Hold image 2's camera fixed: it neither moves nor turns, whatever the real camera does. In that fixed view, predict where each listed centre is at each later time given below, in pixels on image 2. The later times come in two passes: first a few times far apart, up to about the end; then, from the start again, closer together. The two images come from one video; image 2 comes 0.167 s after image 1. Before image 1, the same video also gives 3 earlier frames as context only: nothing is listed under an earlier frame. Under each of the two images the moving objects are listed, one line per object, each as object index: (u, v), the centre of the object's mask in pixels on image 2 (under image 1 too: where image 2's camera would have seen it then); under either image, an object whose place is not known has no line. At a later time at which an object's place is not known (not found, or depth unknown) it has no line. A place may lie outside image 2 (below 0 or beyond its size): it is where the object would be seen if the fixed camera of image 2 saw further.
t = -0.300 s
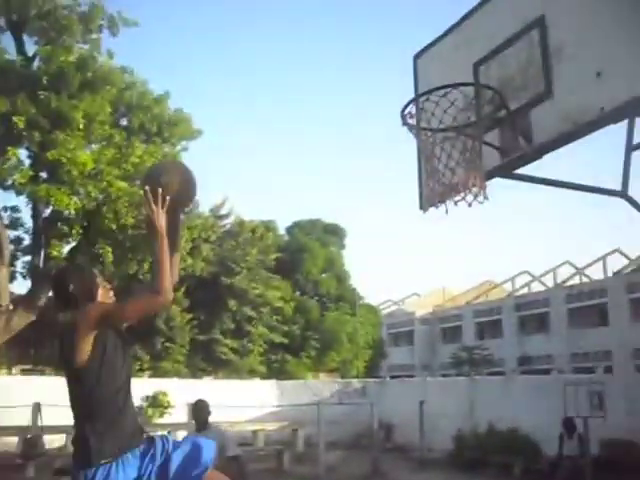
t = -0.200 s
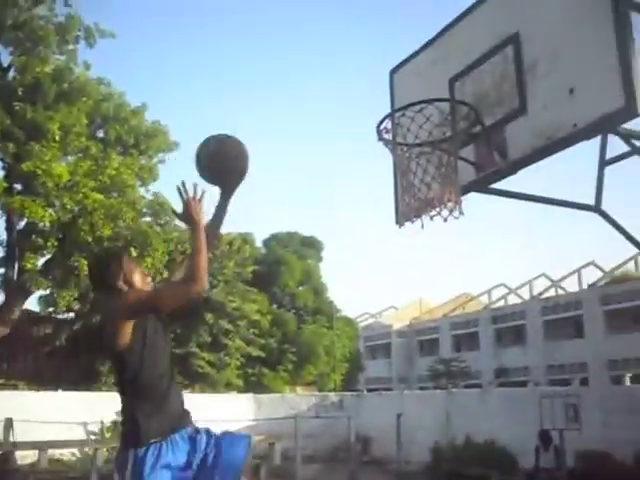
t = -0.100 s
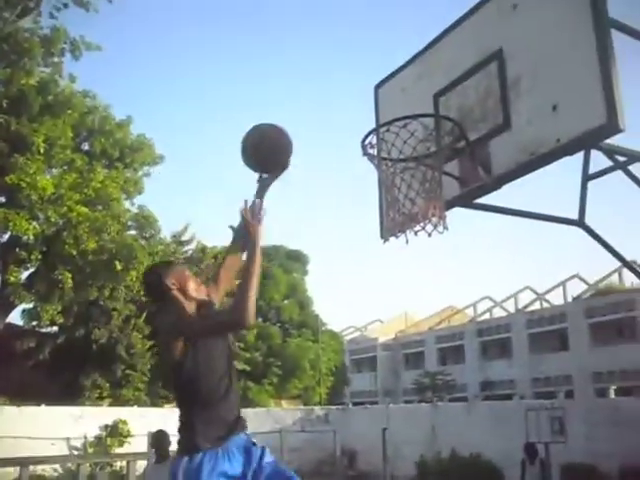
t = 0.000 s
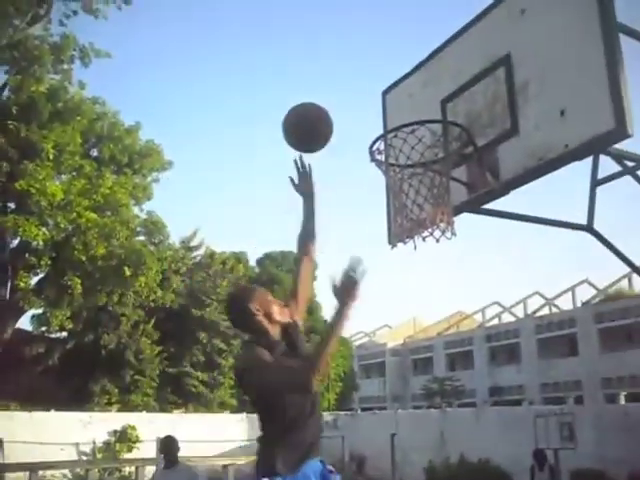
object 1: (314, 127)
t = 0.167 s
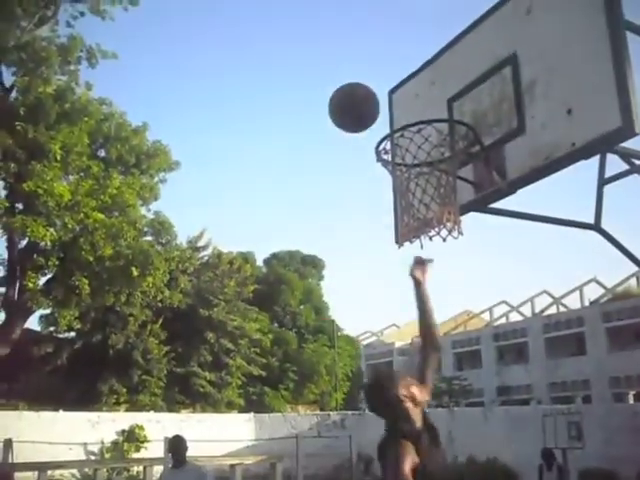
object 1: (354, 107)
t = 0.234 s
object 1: (370, 113)
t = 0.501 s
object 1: (415, 134)
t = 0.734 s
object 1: (446, 231)
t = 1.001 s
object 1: (469, 420)
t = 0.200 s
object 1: (362, 109)
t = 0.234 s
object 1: (370, 113)
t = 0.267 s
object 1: (377, 115)
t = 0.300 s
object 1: (382, 111)
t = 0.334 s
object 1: (387, 110)
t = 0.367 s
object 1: (393, 111)
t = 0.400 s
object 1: (398, 114)
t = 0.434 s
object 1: (404, 119)
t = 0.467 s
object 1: (410, 125)
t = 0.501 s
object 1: (415, 134)
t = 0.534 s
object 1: (420, 145)
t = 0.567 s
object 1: (428, 159)
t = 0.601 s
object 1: (434, 174)
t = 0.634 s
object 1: (439, 188)
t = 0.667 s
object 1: (441, 195)
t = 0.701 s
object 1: (441, 214)
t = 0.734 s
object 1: (446, 231)
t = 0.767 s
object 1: (450, 245)
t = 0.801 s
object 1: (452, 260)
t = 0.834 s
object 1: (454, 280)
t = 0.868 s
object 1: (457, 303)
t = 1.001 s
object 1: (469, 420)
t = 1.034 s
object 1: (472, 461)
